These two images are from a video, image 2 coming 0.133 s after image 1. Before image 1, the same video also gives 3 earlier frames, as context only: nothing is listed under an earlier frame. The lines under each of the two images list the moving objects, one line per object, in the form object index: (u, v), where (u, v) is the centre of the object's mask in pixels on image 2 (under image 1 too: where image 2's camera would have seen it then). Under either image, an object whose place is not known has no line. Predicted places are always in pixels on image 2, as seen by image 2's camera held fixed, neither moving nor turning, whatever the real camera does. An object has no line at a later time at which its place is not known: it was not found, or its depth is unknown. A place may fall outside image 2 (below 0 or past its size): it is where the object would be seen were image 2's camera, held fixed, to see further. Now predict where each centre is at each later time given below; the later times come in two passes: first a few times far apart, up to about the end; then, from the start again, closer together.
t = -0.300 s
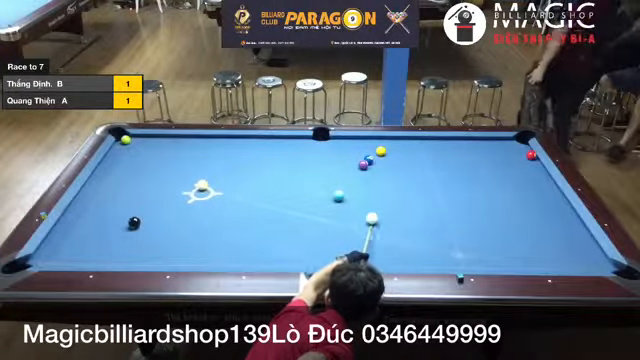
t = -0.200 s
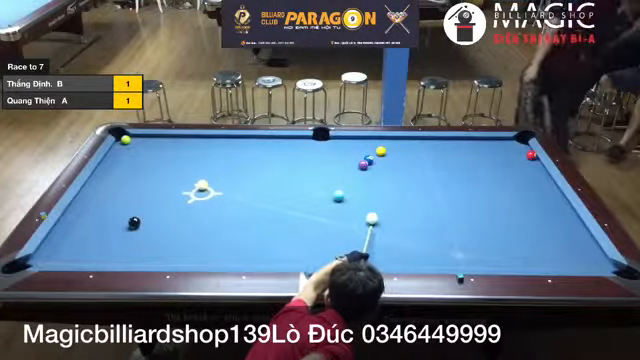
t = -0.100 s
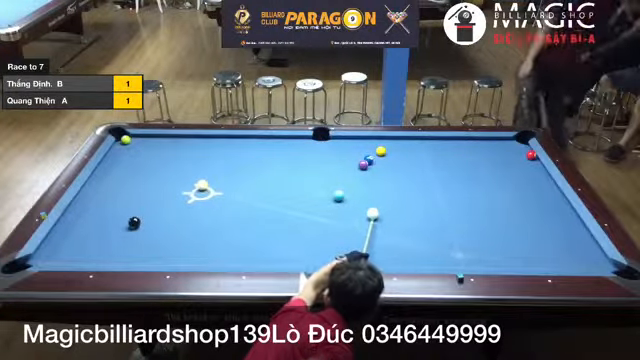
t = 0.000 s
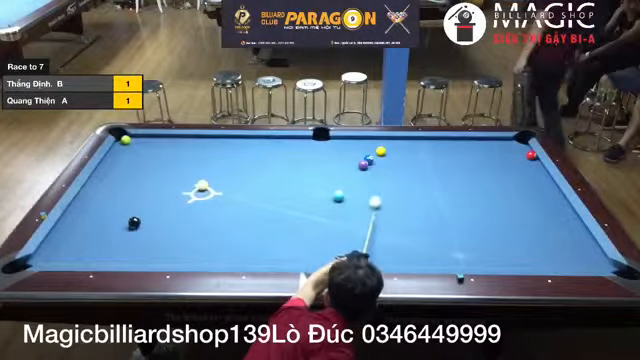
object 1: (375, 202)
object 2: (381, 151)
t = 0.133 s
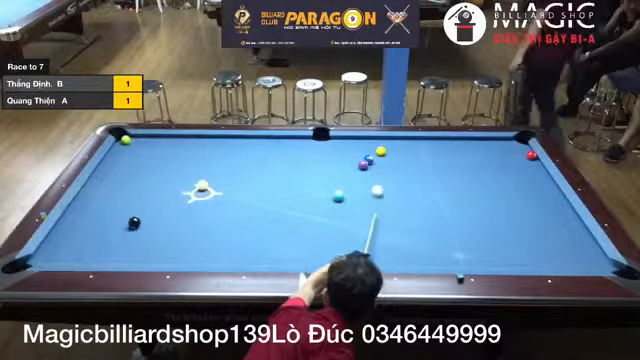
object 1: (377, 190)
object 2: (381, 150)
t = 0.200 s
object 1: (378, 185)
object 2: (381, 150)
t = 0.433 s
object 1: (381, 167)
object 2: (381, 150)
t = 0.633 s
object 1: (386, 156)
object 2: (380, 150)
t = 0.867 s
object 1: (397, 150)
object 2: (372, 143)
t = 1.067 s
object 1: (406, 146)
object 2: (368, 139)
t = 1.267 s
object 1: (414, 142)
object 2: (367, 141)
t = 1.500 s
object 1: (423, 140)
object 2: (364, 145)
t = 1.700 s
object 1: (430, 141)
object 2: (363, 148)
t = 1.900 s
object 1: (437, 143)
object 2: (362, 150)
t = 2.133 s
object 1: (445, 146)
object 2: (360, 152)
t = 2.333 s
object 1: (450, 147)
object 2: (359, 154)
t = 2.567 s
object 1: (457, 149)
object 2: (358, 155)
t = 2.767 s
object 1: (461, 150)
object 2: (357, 157)
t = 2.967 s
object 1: (466, 151)
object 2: (356, 158)
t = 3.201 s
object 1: (469, 152)
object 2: (356, 159)
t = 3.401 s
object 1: (472, 153)
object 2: (356, 159)
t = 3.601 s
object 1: (474, 154)
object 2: (356, 159)
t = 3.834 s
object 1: (476, 154)
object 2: (356, 160)
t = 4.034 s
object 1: (476, 154)
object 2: (356, 160)
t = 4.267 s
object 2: (356, 160)
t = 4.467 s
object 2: (356, 160)
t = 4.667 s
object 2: (356, 160)
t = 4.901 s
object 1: (477, 154)
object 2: (356, 160)
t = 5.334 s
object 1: (476, 154)
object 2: (356, 160)
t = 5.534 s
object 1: (476, 154)
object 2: (356, 159)
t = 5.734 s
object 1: (476, 154)
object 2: (356, 159)
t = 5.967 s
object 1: (476, 154)
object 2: (356, 159)
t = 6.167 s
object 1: (476, 154)
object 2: (356, 159)
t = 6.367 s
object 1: (476, 154)
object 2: (356, 159)
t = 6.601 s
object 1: (476, 154)
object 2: (356, 160)
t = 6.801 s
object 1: (476, 154)
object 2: (356, 160)
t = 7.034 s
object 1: (476, 154)
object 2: (356, 160)
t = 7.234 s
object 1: (476, 154)
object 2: (356, 160)
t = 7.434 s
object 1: (476, 154)
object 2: (356, 160)
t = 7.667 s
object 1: (476, 154)
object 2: (356, 160)
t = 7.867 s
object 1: (476, 154)
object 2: (356, 160)
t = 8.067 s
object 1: (476, 154)
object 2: (356, 160)
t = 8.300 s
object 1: (476, 154)
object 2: (356, 160)
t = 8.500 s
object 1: (476, 154)
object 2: (356, 160)
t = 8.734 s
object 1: (476, 154)
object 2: (356, 160)
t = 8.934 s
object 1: (476, 154)
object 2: (356, 160)
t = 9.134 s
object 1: (476, 154)
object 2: (356, 160)
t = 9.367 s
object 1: (476, 154)
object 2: (356, 160)
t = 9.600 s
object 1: (476, 154)
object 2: (356, 160)
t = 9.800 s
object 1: (476, 154)
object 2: (356, 160)
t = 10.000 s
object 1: (476, 154)
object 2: (356, 160)
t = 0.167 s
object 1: (377, 188)
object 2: (381, 150)
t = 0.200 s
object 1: (378, 185)
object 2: (381, 150)
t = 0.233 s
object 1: (379, 182)
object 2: (381, 150)
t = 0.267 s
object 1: (379, 180)
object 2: (381, 150)
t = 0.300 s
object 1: (380, 178)
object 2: (381, 150)
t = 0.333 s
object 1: (380, 175)
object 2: (381, 150)
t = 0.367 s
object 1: (380, 173)
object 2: (381, 150)
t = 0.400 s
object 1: (381, 170)
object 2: (381, 150)
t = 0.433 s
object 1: (381, 167)
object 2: (381, 150)
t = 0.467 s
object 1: (383, 164)
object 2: (381, 150)
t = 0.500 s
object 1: (383, 164)
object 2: (381, 150)
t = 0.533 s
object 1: (384, 161)
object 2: (381, 150)
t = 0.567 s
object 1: (384, 160)
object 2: (380, 150)
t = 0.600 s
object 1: (385, 156)
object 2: (380, 150)
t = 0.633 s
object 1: (386, 156)
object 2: (380, 150)
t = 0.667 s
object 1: (388, 155)
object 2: (379, 148)
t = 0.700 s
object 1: (389, 154)
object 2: (378, 147)
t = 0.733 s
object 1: (391, 153)
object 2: (378, 147)
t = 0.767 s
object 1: (392, 152)
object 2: (376, 146)
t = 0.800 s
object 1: (394, 152)
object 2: (374, 145)
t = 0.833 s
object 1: (396, 150)
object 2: (373, 144)
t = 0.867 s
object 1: (397, 150)
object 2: (372, 143)
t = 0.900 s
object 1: (399, 149)
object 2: (371, 141)
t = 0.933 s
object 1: (400, 149)
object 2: (371, 140)
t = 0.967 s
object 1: (402, 148)
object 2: (369, 139)
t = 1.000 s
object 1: (404, 147)
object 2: (368, 139)
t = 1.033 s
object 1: (405, 146)
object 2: (368, 139)
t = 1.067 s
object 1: (406, 146)
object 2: (368, 139)
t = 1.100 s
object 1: (408, 146)
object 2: (368, 139)
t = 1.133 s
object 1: (409, 145)
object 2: (368, 139)
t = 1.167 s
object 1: (410, 144)
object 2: (367, 140)
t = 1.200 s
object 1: (411, 143)
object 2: (367, 141)
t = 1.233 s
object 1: (413, 143)
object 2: (367, 141)
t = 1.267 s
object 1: (414, 142)
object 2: (367, 141)
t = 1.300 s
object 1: (415, 142)
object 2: (366, 142)
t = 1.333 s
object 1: (417, 140)
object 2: (366, 142)
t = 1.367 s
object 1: (418, 140)
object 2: (365, 143)
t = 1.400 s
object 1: (420, 139)
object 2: (365, 144)
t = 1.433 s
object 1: (421, 139)
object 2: (365, 144)
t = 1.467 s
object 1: (422, 140)
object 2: (364, 145)
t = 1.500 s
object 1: (423, 140)
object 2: (364, 145)
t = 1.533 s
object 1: (425, 140)
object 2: (364, 145)
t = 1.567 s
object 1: (426, 140)
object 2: (364, 145)
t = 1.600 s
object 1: (427, 141)
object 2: (364, 146)
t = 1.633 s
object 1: (429, 141)
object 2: (364, 146)
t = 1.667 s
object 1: (430, 141)
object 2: (364, 146)
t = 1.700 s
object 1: (430, 141)
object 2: (363, 148)
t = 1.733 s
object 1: (432, 142)
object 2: (363, 148)
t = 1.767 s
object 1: (433, 142)
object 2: (363, 148)
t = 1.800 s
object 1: (434, 142)
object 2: (363, 148)
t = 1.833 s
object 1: (435, 142)
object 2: (362, 149)
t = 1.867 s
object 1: (436, 143)
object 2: (362, 149)
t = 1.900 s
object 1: (437, 143)
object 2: (362, 150)
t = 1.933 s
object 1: (438, 144)
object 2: (362, 150)
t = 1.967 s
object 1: (439, 144)
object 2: (362, 150)
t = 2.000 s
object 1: (441, 144)
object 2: (361, 151)
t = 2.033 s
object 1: (442, 144)
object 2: (361, 151)
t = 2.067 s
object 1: (443, 145)
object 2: (361, 151)
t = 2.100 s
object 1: (444, 145)
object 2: (360, 152)
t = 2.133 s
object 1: (445, 146)
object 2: (360, 152)
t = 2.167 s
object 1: (446, 146)
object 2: (360, 152)
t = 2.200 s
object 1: (446, 146)
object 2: (360, 152)
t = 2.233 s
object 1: (447, 146)
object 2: (360, 153)
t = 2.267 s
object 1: (448, 146)
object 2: (360, 153)
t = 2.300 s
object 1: (448, 146)
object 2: (360, 153)
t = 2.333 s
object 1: (450, 147)
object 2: (359, 154)
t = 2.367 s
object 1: (452, 147)
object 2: (359, 154)
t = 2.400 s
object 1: (453, 148)
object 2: (359, 154)
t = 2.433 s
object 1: (454, 148)
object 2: (358, 154)
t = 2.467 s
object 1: (455, 148)
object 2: (358, 155)
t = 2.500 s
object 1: (455, 148)
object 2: (358, 155)
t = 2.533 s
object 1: (456, 148)
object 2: (358, 155)
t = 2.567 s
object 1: (457, 149)
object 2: (358, 155)
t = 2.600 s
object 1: (458, 149)
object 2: (358, 155)
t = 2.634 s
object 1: (458, 149)
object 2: (358, 155)
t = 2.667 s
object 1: (459, 149)
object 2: (358, 156)
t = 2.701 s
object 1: (460, 149)
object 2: (358, 156)
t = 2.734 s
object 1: (460, 149)
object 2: (358, 156)
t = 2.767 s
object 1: (461, 150)
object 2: (357, 157)
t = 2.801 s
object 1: (462, 150)
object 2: (357, 157)
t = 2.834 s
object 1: (462, 150)
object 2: (357, 157)
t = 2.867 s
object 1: (464, 151)
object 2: (357, 157)
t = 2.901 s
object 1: (464, 151)
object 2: (357, 157)
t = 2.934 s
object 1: (465, 151)
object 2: (356, 158)
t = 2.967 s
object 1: (466, 151)
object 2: (356, 158)
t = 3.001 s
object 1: (466, 151)
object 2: (356, 158)
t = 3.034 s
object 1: (466, 152)
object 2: (356, 158)
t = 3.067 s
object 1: (467, 152)
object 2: (356, 158)
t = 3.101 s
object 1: (468, 152)
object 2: (356, 158)
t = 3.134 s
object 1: (468, 152)
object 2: (356, 158)
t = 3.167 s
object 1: (469, 152)
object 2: (356, 158)
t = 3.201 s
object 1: (469, 152)
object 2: (356, 159)
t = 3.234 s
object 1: (469, 152)
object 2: (356, 159)
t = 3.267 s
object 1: (470, 152)
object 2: (356, 159)
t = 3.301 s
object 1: (470, 152)
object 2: (356, 159)
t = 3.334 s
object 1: (471, 153)
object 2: (356, 159)
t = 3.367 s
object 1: (471, 153)
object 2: (356, 159)
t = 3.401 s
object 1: (472, 153)
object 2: (356, 159)
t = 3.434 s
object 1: (472, 153)
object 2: (356, 159)
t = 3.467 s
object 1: (473, 153)
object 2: (356, 159)
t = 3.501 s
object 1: (473, 153)
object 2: (356, 159)
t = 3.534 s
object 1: (473, 153)
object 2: (356, 159)
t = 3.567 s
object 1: (474, 153)
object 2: (356, 159)
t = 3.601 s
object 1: (474, 154)
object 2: (356, 159)
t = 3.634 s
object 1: (474, 154)
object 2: (356, 159)
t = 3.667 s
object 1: (474, 154)
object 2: (356, 159)
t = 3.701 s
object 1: (475, 153)
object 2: (356, 159)
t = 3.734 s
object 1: (475, 154)
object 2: (356, 160)
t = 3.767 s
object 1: (475, 154)
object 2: (356, 160)
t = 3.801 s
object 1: (476, 154)
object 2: (356, 160)
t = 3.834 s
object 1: (476, 154)
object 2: (356, 160)
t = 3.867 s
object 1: (476, 154)
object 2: (356, 160)
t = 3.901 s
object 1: (476, 154)
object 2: (356, 160)
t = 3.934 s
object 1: (476, 154)
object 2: (356, 160)
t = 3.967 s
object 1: (476, 154)
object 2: (356, 160)
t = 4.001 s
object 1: (476, 154)
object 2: (356, 160)
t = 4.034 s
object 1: (476, 154)
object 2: (356, 160)
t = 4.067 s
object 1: (476, 154)
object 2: (356, 160)
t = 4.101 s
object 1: (476, 154)
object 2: (356, 160)
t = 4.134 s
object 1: (476, 154)
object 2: (356, 160)
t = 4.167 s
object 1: (478, 152)
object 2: (356, 160)
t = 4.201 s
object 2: (356, 160)
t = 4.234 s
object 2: (356, 160)
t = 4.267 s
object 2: (356, 160)
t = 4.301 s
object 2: (356, 160)
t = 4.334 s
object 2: (356, 160)
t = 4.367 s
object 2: (356, 160)
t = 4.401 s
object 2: (356, 160)
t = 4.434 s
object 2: (356, 160)
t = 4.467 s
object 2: (356, 160)
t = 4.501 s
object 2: (356, 160)
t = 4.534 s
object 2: (356, 160)
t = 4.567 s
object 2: (356, 160)
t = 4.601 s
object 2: (356, 160)
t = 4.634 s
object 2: (356, 160)
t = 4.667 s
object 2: (356, 160)
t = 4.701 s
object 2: (356, 160)
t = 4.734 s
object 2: (356, 160)
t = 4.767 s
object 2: (356, 160)
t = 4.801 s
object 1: (477, 154)
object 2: (356, 160)
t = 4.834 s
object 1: (477, 154)
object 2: (356, 160)
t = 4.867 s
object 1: (477, 154)
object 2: (356, 160)
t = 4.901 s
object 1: (477, 154)
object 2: (356, 160)
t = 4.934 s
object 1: (477, 154)
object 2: (356, 160)
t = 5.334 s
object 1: (476, 154)
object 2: (356, 160)
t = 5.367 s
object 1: (476, 154)
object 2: (356, 160)
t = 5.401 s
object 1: (476, 154)
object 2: (356, 160)
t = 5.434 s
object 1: (476, 154)
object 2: (356, 159)
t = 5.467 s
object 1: (476, 154)
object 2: (356, 159)
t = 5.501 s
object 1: (476, 154)
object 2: (356, 159)
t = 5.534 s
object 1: (476, 154)
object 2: (356, 159)
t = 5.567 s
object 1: (476, 154)
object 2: (356, 159)
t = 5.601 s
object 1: (476, 154)
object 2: (356, 160)
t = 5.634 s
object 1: (476, 154)
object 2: (356, 160)
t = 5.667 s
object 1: (476, 154)
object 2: (356, 159)
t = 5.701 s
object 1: (476, 154)
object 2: (356, 159)
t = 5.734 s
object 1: (476, 154)
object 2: (356, 159)
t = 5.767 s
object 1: (476, 154)
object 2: (356, 159)
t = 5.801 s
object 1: (476, 154)
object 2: (356, 159)
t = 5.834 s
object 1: (476, 154)
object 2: (356, 159)
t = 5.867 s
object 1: (476, 154)
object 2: (356, 159)
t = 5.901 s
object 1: (476, 154)
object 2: (356, 159)
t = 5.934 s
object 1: (476, 154)
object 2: (356, 159)
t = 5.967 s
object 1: (476, 154)
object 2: (356, 159)
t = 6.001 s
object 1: (476, 154)
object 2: (356, 159)
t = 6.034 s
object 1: (476, 154)
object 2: (356, 159)
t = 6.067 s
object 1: (476, 154)
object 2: (356, 159)
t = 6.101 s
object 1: (476, 154)
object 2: (356, 159)
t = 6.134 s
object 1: (476, 154)
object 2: (356, 159)
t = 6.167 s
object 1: (476, 154)
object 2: (356, 159)
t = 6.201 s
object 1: (476, 154)
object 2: (356, 159)
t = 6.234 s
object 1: (476, 154)
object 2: (356, 159)
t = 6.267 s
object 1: (476, 154)
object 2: (356, 159)
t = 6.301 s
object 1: (476, 154)
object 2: (356, 159)
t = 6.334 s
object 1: (476, 154)
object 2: (356, 159)
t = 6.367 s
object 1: (476, 154)
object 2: (356, 159)
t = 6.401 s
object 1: (476, 154)
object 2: (356, 160)
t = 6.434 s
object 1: (476, 154)
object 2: (356, 160)
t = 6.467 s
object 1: (476, 154)
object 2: (356, 160)
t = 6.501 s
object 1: (476, 154)
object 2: (356, 160)
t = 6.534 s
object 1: (476, 154)
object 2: (356, 160)
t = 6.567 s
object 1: (476, 154)
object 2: (356, 160)
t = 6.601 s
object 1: (476, 154)
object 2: (356, 160)
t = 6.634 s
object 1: (476, 154)
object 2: (356, 160)
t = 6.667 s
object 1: (476, 154)
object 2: (356, 160)
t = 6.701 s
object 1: (476, 154)
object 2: (356, 160)
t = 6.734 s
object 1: (476, 154)
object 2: (356, 160)
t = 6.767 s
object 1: (476, 154)
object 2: (356, 160)
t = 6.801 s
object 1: (476, 154)
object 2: (356, 160)
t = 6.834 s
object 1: (476, 154)
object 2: (356, 160)
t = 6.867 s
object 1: (476, 154)
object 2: (356, 160)
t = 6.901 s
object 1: (476, 154)
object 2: (356, 160)
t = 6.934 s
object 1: (476, 154)
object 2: (356, 160)
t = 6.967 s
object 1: (476, 154)
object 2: (356, 160)
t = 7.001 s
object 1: (476, 154)
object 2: (356, 160)
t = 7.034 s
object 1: (476, 154)
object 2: (356, 160)
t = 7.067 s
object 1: (476, 154)
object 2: (356, 160)
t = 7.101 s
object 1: (476, 154)
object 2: (356, 160)
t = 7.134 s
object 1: (476, 154)
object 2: (356, 160)
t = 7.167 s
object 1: (476, 154)
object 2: (356, 160)
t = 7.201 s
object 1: (476, 154)
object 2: (356, 160)
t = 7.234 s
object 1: (476, 154)
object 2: (356, 160)
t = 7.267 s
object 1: (476, 154)
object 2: (356, 160)
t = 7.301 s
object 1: (476, 154)
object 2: (356, 160)
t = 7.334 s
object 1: (476, 154)
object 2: (356, 160)
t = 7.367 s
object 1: (476, 154)
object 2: (356, 160)
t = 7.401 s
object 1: (476, 154)
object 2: (356, 160)
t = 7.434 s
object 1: (476, 154)
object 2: (356, 160)
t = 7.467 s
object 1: (476, 154)
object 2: (356, 160)
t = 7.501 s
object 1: (476, 154)
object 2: (356, 160)
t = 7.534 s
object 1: (476, 154)
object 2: (356, 160)
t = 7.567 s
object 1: (476, 154)
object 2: (356, 160)
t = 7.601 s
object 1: (476, 154)
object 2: (356, 160)
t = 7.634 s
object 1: (476, 154)
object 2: (356, 160)
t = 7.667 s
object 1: (476, 154)
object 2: (356, 160)
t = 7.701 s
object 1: (476, 154)
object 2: (356, 160)
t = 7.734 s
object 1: (476, 154)
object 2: (356, 160)
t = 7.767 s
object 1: (476, 154)
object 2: (356, 160)
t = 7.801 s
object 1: (476, 154)
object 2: (356, 160)
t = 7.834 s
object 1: (476, 154)
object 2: (356, 160)
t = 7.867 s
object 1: (476, 154)
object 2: (356, 160)
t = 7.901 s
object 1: (476, 154)
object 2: (356, 160)
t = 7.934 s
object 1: (476, 154)
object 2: (356, 160)
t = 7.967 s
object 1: (476, 154)
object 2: (356, 160)
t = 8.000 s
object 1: (476, 154)
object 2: (356, 160)
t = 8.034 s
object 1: (476, 154)
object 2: (356, 160)
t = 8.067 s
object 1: (476, 154)
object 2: (356, 160)
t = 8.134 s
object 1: (476, 154)
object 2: (356, 160)
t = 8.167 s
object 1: (476, 154)
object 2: (356, 160)
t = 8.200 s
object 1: (476, 154)
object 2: (356, 160)
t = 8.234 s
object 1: (476, 154)
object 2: (356, 160)
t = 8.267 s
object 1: (476, 154)
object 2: (356, 160)
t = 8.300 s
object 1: (476, 154)
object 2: (356, 160)
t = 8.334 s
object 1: (476, 154)
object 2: (356, 160)
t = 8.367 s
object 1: (476, 154)
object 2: (356, 160)
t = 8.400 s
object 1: (476, 154)
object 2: (356, 160)
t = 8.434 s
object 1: (477, 154)
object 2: (356, 160)
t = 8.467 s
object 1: (476, 154)
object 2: (356, 160)
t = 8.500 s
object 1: (476, 154)
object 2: (356, 160)
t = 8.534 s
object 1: (476, 154)
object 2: (356, 160)
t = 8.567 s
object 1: (476, 154)
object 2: (356, 160)
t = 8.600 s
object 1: (476, 154)
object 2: (356, 160)
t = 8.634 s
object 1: (476, 154)
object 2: (356, 160)
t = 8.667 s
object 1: (476, 154)
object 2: (356, 160)
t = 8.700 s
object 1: (476, 154)
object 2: (356, 160)
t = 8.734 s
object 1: (476, 154)
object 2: (356, 160)
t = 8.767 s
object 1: (476, 154)
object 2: (356, 160)
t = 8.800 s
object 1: (476, 154)
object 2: (356, 160)
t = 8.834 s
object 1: (476, 154)
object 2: (356, 160)
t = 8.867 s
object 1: (476, 154)
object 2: (356, 160)
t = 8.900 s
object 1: (476, 154)
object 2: (356, 160)
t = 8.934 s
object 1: (476, 154)
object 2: (356, 160)
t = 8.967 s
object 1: (476, 154)
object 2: (356, 160)
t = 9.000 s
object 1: (476, 154)
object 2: (356, 160)
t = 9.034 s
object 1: (476, 154)
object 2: (356, 160)
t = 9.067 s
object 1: (476, 154)
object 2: (356, 160)
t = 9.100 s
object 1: (476, 154)
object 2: (356, 160)
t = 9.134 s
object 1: (476, 154)
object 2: (356, 160)
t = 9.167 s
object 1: (476, 154)
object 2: (356, 160)
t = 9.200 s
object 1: (476, 154)
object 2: (356, 160)
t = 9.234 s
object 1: (476, 154)
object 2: (356, 160)
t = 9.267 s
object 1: (476, 154)
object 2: (356, 160)
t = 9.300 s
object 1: (476, 154)
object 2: (356, 160)
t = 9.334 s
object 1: (476, 154)
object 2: (356, 160)
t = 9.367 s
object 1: (476, 154)
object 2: (356, 160)
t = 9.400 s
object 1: (476, 154)
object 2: (356, 160)
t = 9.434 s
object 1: (476, 154)
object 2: (356, 160)
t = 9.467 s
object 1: (476, 154)
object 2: (356, 160)
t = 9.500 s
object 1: (476, 154)
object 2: (356, 159)
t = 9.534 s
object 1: (476, 154)
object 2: (356, 160)
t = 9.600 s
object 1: (476, 154)
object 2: (356, 160)
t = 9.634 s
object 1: (476, 154)
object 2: (356, 160)
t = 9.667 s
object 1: (476, 154)
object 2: (356, 160)
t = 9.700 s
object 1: (476, 154)
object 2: (356, 160)
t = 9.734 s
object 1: (476, 154)
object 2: (356, 160)
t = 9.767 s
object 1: (476, 154)
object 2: (356, 160)
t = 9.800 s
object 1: (476, 154)
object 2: (356, 160)
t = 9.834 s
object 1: (476, 154)
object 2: (356, 160)
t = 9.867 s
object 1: (476, 154)
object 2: (356, 160)
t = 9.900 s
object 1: (476, 154)
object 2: (356, 160)
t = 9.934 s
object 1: (476, 154)
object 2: (356, 160)
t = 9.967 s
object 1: (476, 154)
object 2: (356, 160)
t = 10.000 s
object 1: (476, 154)
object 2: (356, 160)
